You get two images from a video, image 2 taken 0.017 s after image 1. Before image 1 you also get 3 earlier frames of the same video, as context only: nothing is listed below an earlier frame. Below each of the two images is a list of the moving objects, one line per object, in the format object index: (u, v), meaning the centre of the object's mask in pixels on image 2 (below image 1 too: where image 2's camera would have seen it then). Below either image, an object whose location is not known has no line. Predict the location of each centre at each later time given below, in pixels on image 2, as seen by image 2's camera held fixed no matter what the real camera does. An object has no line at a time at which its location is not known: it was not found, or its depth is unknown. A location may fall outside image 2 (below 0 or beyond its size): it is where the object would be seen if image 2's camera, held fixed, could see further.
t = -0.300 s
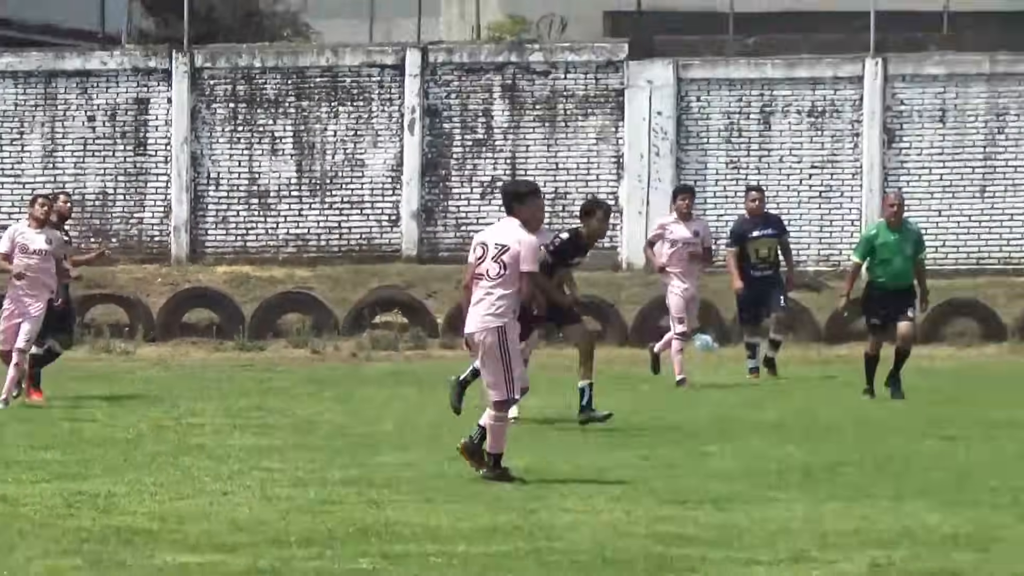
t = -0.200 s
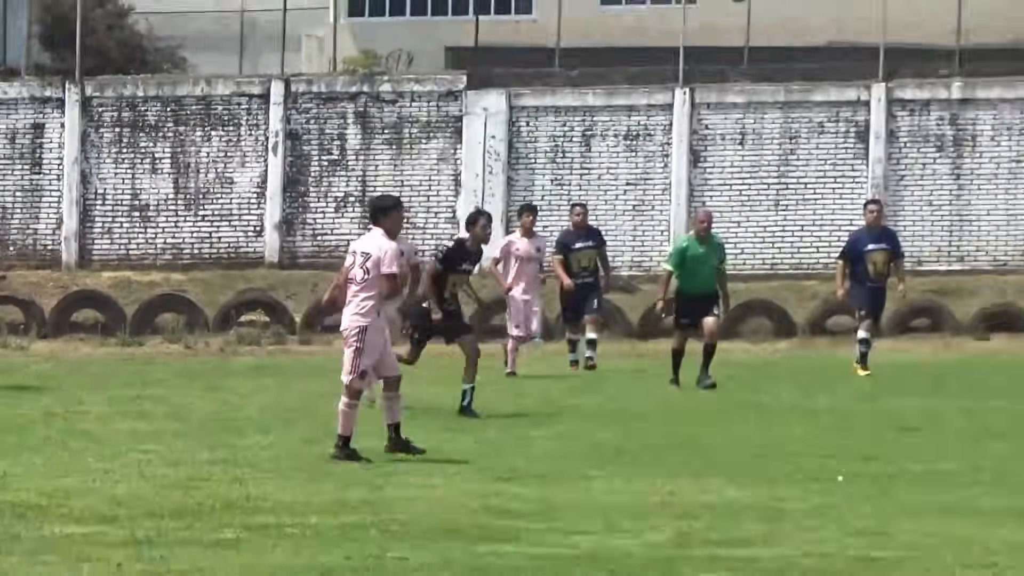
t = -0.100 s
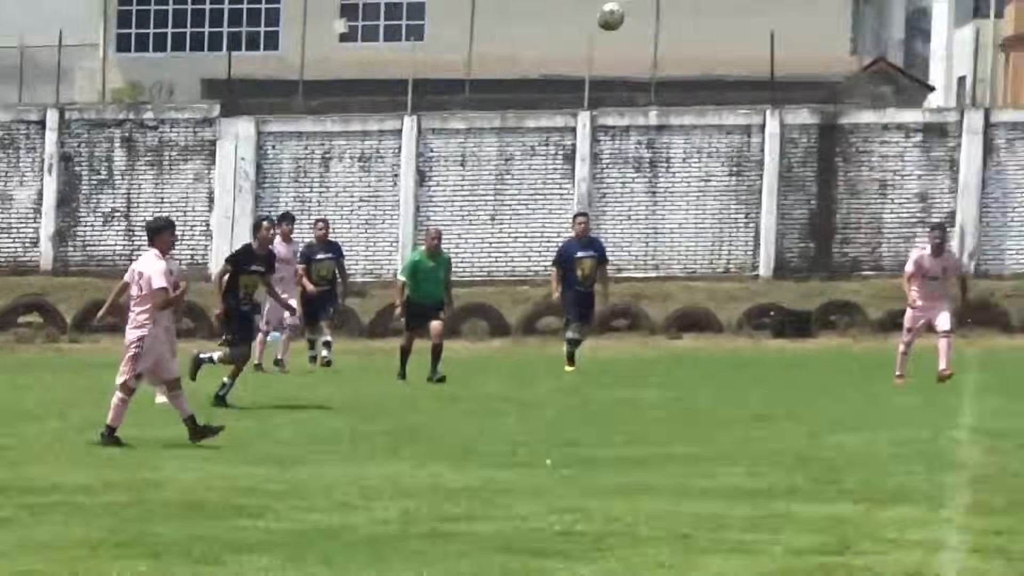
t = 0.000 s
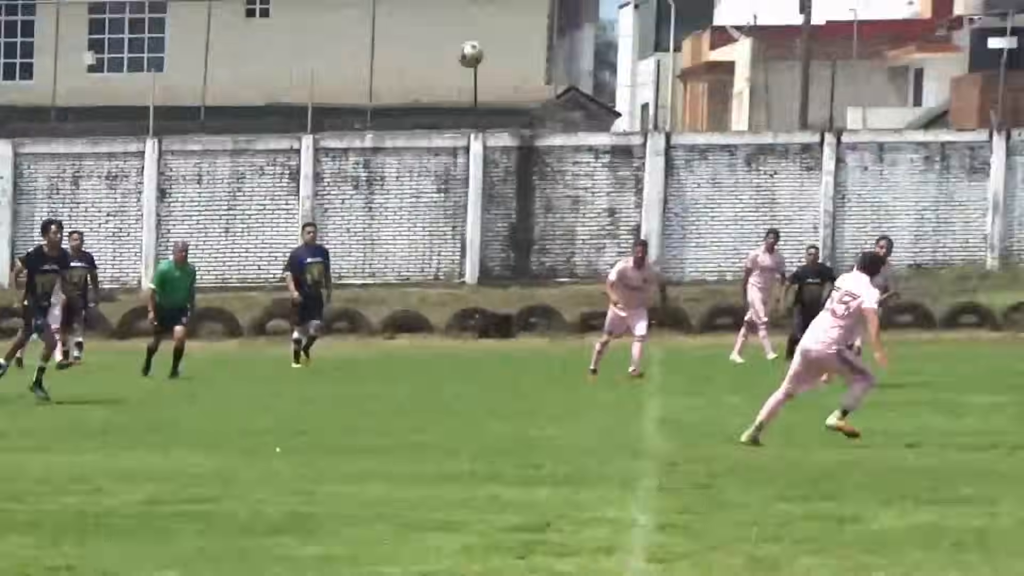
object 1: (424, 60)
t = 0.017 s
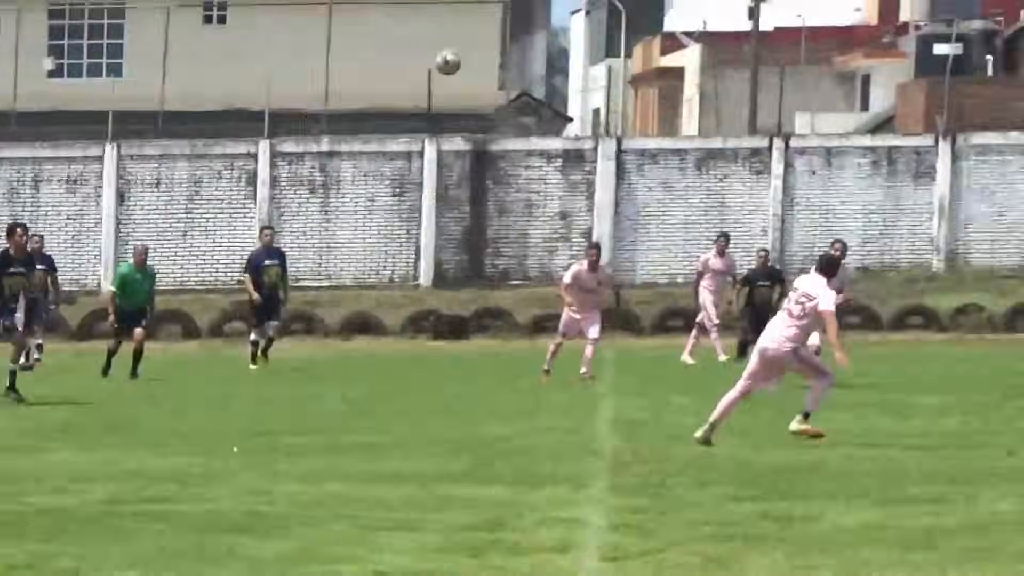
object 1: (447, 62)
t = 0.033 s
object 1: (472, 66)
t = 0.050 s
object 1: (496, 69)
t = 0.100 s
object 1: (574, 82)
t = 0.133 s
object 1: (627, 90)
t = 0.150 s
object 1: (652, 94)
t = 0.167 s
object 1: (680, 99)
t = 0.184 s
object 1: (706, 104)
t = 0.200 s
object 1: (733, 109)
